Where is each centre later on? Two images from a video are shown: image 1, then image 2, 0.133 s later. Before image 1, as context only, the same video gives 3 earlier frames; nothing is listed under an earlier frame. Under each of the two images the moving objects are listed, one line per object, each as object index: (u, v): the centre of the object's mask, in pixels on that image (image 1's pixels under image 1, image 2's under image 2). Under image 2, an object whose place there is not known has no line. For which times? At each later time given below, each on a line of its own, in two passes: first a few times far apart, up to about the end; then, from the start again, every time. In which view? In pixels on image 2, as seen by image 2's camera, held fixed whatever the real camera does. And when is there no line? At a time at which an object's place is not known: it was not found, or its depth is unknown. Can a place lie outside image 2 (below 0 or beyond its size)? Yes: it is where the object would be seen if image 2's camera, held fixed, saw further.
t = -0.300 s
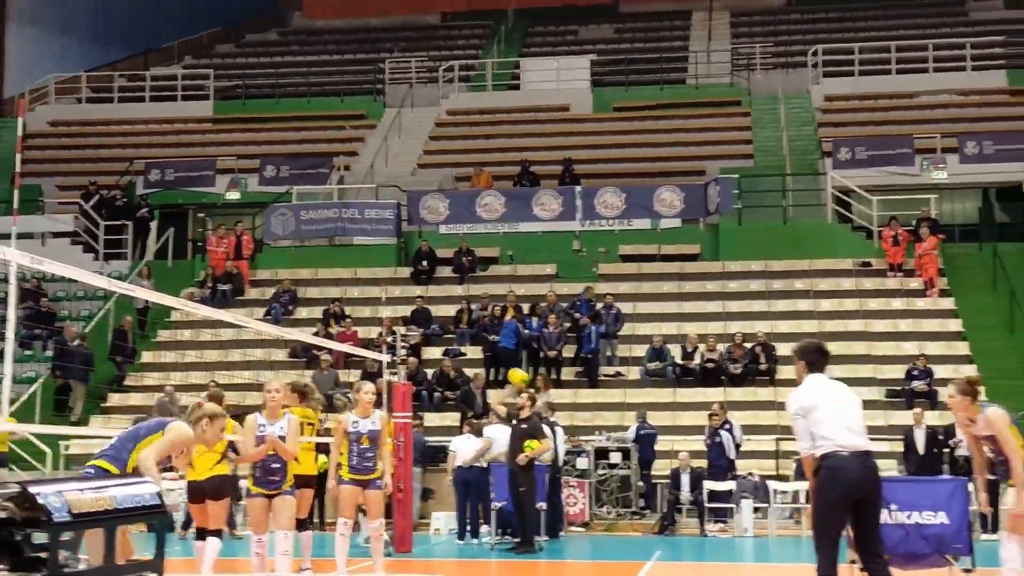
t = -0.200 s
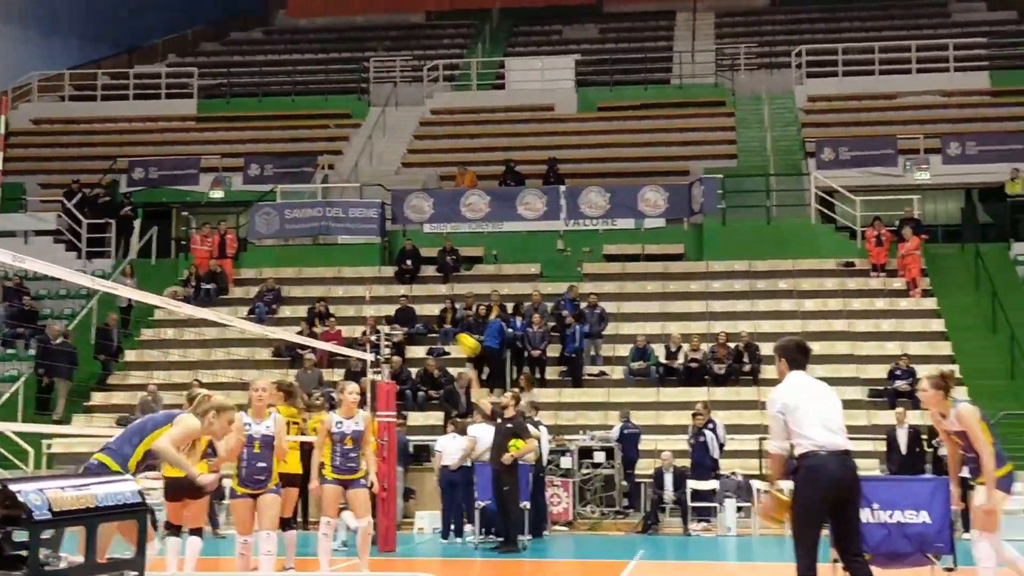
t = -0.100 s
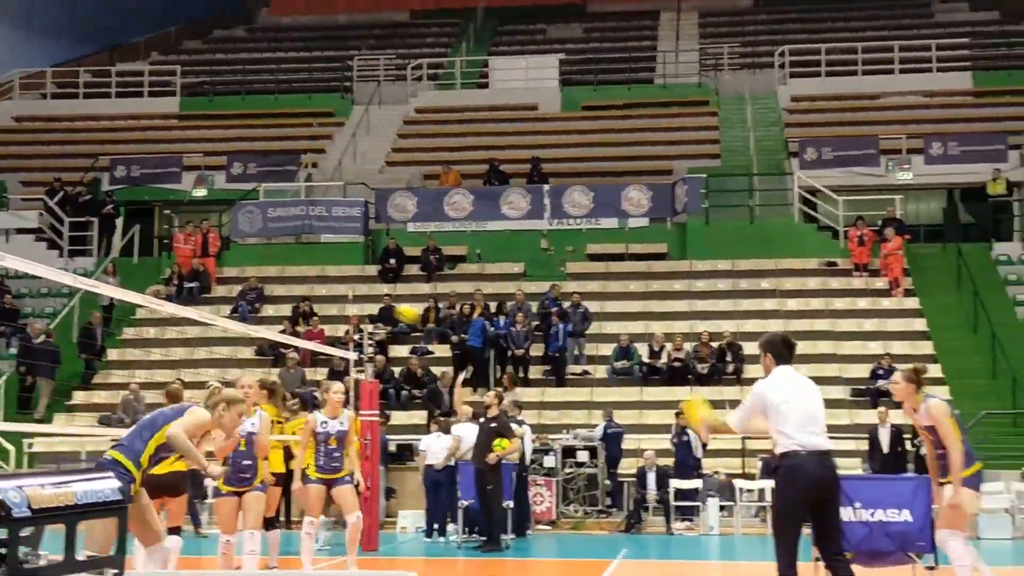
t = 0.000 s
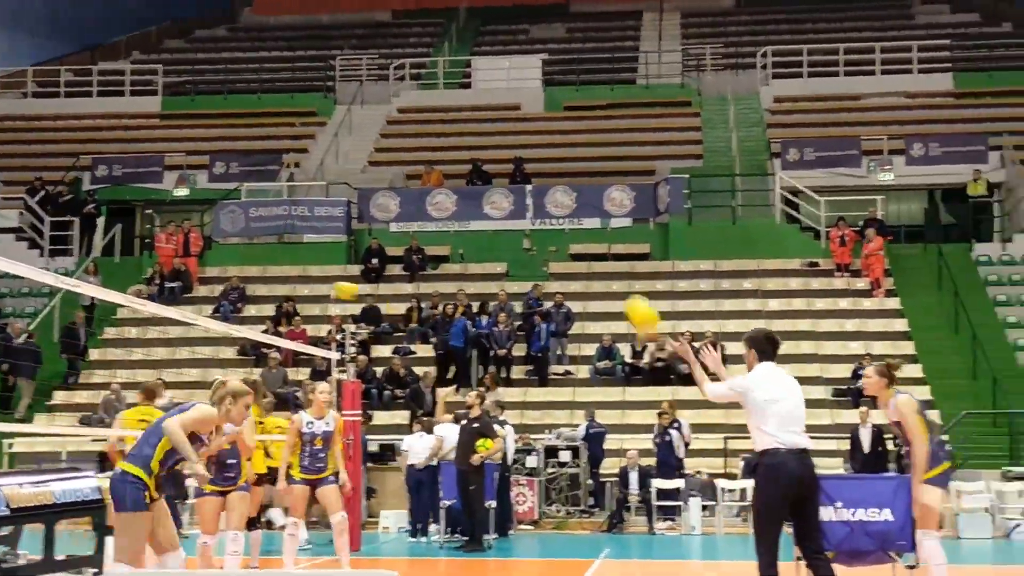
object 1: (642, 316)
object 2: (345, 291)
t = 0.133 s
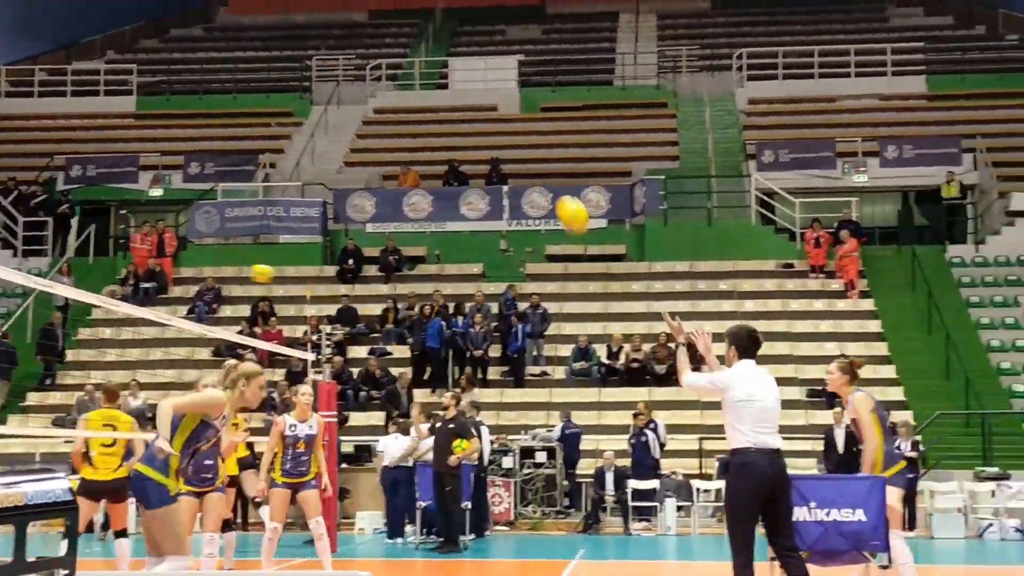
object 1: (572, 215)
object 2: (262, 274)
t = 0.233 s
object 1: (542, 159)
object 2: (217, 269)
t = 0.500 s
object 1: (469, 83)
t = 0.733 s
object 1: (415, 95)
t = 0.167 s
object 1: (562, 194)
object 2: (247, 271)
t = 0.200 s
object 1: (553, 176)
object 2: (232, 270)
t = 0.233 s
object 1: (542, 159)
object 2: (217, 269)
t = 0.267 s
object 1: (534, 144)
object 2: (203, 270)
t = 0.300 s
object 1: (525, 131)
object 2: (187, 271)
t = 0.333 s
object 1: (517, 119)
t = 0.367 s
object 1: (506, 109)
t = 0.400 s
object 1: (497, 101)
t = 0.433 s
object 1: (487, 94)
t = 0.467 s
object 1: (478, 88)
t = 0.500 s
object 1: (469, 83)
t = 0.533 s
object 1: (461, 81)
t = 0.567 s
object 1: (453, 80)
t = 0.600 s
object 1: (445, 80)
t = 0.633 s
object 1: (437, 82)
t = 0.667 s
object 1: (430, 84)
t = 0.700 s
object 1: (421, 89)
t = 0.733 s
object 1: (415, 95)
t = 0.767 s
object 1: (404, 102)
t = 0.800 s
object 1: (400, 110)
